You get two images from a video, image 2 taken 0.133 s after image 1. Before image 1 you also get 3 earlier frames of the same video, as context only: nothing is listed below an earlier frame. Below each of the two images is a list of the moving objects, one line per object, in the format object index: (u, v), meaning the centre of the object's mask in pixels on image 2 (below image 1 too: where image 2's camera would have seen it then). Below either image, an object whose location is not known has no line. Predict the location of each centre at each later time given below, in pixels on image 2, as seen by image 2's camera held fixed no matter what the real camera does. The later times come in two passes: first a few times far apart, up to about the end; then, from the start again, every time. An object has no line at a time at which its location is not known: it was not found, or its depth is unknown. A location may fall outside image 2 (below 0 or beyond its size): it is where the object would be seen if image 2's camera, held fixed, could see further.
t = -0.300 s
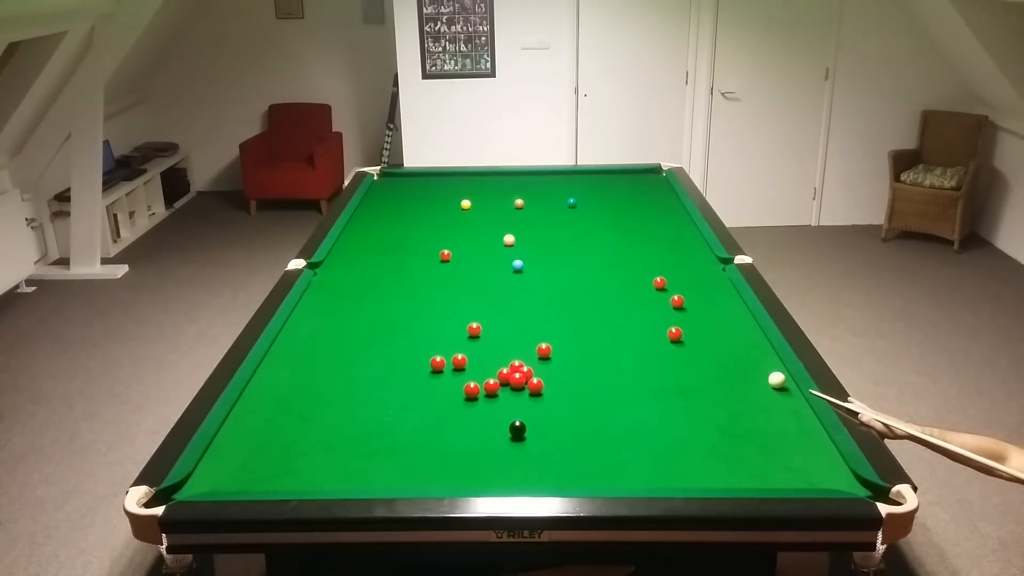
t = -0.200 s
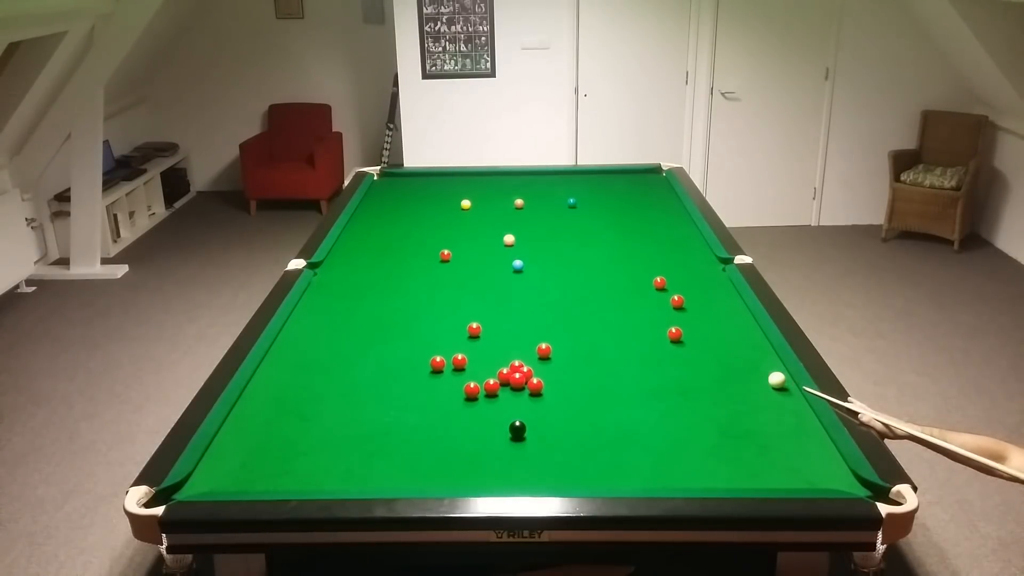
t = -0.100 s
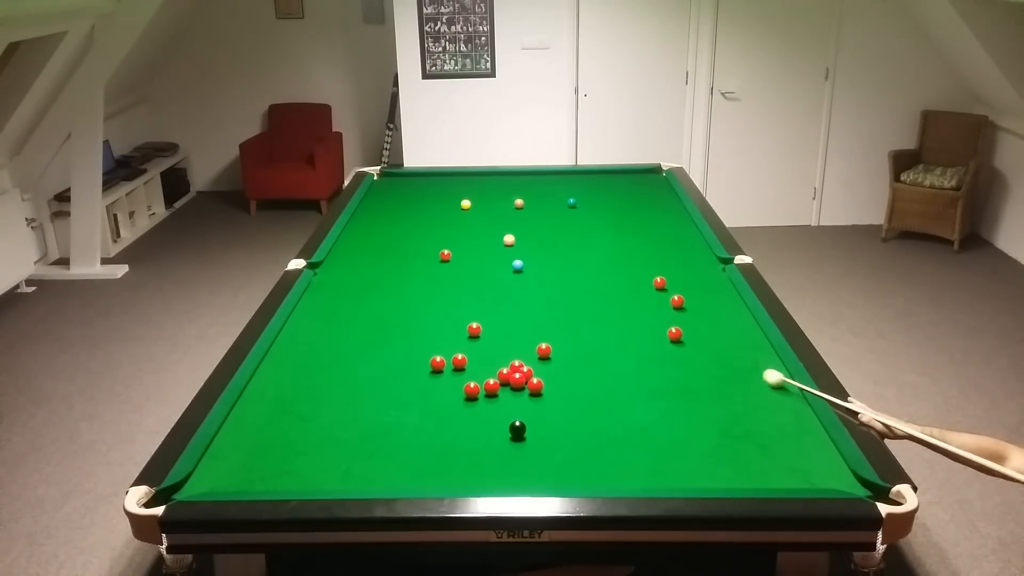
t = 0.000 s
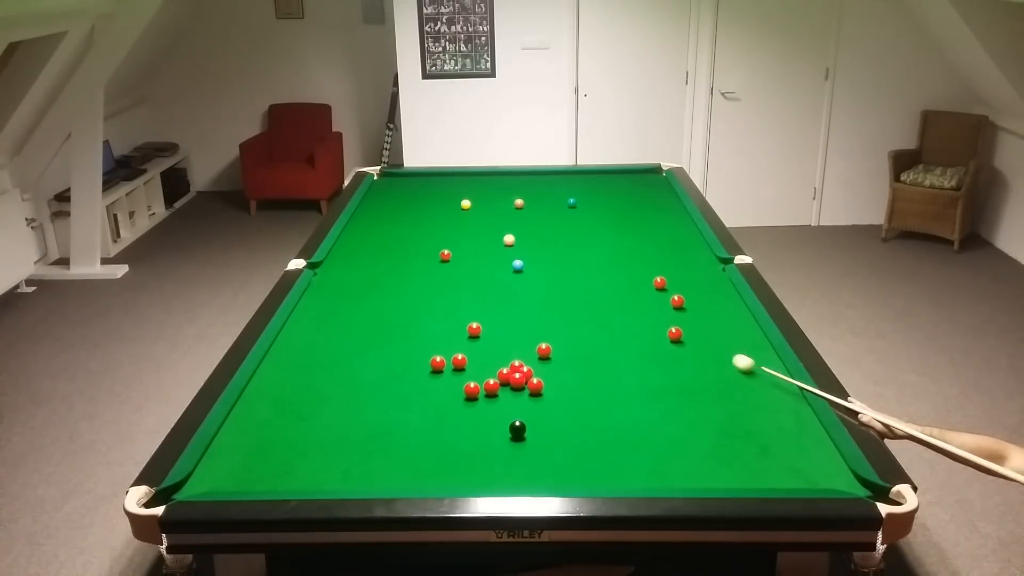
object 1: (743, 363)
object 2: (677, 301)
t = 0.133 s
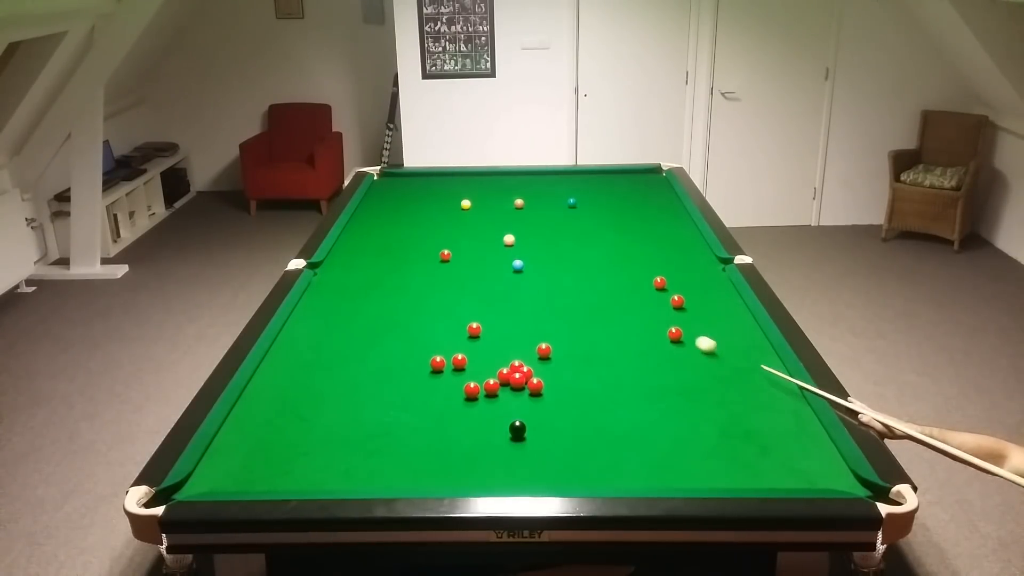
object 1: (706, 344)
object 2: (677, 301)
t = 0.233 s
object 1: (690, 334)
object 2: (677, 301)
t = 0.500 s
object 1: (685, 314)
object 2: (677, 301)
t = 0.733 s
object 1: (685, 304)
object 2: (671, 295)
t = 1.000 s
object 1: (690, 300)
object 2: (662, 287)
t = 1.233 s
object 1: (694, 296)
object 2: (658, 285)
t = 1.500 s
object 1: (697, 293)
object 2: (654, 284)
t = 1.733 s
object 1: (700, 290)
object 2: (652, 282)
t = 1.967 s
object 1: (702, 288)
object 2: (651, 282)
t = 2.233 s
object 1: (704, 285)
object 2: (649, 281)
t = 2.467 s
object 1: (705, 284)
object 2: (649, 281)
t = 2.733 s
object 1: (706, 283)
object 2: (649, 281)
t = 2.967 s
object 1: (706, 282)
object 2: (649, 281)
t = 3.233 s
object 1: (706, 282)
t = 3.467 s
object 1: (706, 282)
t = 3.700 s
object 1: (706, 282)
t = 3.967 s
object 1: (706, 282)
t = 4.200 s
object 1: (706, 282)
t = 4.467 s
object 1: (706, 282)
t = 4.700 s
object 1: (706, 282)
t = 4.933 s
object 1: (706, 282)
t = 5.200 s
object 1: (706, 282)
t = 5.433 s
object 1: (706, 282)
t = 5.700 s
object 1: (706, 282)
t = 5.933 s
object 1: (706, 282)
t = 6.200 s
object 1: (706, 282)
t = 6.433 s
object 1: (706, 282)
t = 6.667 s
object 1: (706, 282)
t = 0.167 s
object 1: (697, 340)
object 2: (677, 301)
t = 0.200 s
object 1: (690, 336)
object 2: (677, 301)
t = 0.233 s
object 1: (690, 334)
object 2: (677, 301)
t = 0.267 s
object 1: (691, 331)
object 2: (677, 301)
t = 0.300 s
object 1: (691, 329)
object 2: (677, 301)
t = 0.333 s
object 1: (690, 326)
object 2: (677, 301)
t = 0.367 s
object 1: (689, 324)
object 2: (677, 301)
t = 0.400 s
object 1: (688, 321)
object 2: (677, 301)
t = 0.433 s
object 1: (687, 319)
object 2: (677, 301)
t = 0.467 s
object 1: (686, 317)
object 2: (677, 301)
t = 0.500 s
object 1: (685, 314)
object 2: (677, 301)
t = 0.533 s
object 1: (684, 312)
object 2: (677, 301)
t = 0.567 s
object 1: (684, 309)
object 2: (676, 300)
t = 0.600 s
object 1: (683, 307)
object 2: (675, 300)
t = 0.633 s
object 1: (683, 306)
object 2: (675, 299)
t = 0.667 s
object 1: (684, 306)
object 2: (674, 298)
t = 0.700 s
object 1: (685, 305)
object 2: (673, 297)
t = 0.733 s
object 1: (685, 304)
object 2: (671, 295)
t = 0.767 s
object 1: (686, 304)
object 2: (670, 294)
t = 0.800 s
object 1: (687, 303)
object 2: (668, 293)
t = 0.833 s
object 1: (687, 303)
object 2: (667, 292)
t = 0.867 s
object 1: (688, 302)
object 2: (666, 291)
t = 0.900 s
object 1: (689, 302)
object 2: (665, 290)
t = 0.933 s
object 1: (689, 301)
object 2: (664, 288)
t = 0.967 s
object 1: (690, 300)
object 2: (663, 288)
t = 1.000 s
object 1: (690, 300)
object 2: (662, 287)
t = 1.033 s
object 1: (691, 299)
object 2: (661, 287)
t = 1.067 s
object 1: (691, 299)
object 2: (661, 287)
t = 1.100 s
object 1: (692, 298)
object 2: (660, 286)
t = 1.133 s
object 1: (692, 298)
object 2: (660, 286)
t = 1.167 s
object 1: (693, 297)
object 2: (659, 286)
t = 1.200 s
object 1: (693, 297)
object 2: (659, 286)
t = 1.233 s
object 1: (694, 296)
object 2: (658, 285)
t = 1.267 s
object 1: (694, 296)
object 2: (658, 285)
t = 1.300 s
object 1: (695, 295)
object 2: (657, 285)
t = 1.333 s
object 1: (695, 295)
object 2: (657, 285)
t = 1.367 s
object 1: (696, 294)
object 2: (656, 285)
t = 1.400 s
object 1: (696, 294)
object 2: (656, 284)
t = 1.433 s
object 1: (696, 293)
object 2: (655, 284)
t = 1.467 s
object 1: (697, 293)
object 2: (655, 284)
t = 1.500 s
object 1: (697, 293)
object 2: (654, 284)
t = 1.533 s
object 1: (698, 292)
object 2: (654, 284)
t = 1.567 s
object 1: (698, 292)
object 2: (654, 283)
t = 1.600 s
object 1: (698, 291)
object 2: (653, 283)
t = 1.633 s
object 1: (699, 291)
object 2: (653, 283)
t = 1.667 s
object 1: (699, 291)
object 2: (653, 283)
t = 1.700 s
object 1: (699, 290)
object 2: (652, 283)
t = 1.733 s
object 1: (700, 290)
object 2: (652, 282)
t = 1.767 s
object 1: (700, 290)
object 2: (652, 282)
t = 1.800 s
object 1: (700, 289)
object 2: (652, 282)
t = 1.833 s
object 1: (701, 289)
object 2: (651, 282)
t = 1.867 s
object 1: (701, 289)
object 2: (651, 282)
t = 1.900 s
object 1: (701, 288)
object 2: (651, 282)
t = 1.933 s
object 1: (701, 288)
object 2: (651, 282)
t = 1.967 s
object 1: (702, 288)
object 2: (651, 282)
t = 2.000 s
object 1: (702, 287)
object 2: (650, 282)
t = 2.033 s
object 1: (702, 287)
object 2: (650, 282)
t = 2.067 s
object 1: (703, 287)
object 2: (650, 282)
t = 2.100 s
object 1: (703, 287)
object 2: (650, 281)
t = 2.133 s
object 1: (703, 286)
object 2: (650, 281)
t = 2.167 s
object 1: (703, 286)
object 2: (650, 281)
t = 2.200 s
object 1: (704, 286)
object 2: (650, 281)
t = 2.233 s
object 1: (704, 285)
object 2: (649, 281)
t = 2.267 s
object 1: (704, 285)
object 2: (649, 281)
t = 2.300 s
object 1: (704, 285)
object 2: (649, 281)
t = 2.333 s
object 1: (704, 285)
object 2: (649, 281)
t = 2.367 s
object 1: (705, 285)
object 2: (649, 281)
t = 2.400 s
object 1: (705, 284)
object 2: (649, 281)
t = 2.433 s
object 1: (705, 284)
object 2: (649, 281)
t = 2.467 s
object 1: (705, 284)
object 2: (649, 281)
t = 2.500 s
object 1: (705, 284)
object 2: (649, 281)
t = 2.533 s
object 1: (706, 284)
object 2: (649, 281)
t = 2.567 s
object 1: (706, 283)
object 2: (649, 281)
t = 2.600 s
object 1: (706, 283)
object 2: (649, 281)
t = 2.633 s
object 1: (706, 283)
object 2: (649, 281)
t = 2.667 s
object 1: (706, 283)
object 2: (649, 281)
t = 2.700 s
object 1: (706, 283)
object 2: (649, 281)
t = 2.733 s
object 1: (706, 283)
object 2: (649, 281)
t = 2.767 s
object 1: (706, 283)
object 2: (649, 281)
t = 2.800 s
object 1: (706, 283)
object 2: (649, 281)
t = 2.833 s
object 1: (706, 283)
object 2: (649, 281)
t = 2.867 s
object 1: (706, 283)
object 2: (649, 281)
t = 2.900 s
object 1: (706, 282)
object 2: (649, 281)
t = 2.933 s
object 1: (706, 282)
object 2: (649, 281)
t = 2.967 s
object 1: (706, 282)
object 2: (649, 281)
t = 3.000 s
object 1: (706, 282)
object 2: (649, 281)
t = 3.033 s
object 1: (706, 282)
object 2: (649, 281)
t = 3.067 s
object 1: (706, 282)
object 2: (649, 281)
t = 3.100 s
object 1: (706, 282)
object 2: (649, 281)
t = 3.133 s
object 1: (706, 282)
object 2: (649, 281)
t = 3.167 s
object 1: (706, 282)
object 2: (649, 281)
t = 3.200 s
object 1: (706, 282)
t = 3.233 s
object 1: (706, 282)
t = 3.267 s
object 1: (706, 282)
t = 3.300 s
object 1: (706, 282)
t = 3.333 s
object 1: (706, 282)
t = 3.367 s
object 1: (706, 282)
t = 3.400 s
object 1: (706, 282)
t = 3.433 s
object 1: (706, 282)
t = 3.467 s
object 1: (706, 282)
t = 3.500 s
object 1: (706, 282)
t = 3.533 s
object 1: (706, 282)
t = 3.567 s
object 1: (706, 282)
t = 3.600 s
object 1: (706, 282)
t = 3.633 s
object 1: (706, 282)
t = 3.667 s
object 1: (706, 282)
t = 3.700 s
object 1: (706, 282)
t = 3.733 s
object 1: (706, 282)
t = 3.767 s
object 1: (706, 282)
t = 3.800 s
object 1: (706, 282)
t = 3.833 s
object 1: (706, 282)
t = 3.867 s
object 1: (706, 282)
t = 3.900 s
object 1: (706, 282)
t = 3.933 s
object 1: (706, 282)
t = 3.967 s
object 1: (706, 282)
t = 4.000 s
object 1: (706, 282)
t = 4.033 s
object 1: (706, 282)
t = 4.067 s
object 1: (706, 282)
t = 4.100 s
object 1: (706, 282)
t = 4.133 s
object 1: (706, 282)
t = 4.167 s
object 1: (706, 282)
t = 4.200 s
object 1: (706, 282)
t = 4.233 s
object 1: (706, 282)
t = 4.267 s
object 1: (706, 282)
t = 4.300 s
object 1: (706, 282)
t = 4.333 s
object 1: (706, 282)
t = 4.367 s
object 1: (706, 282)
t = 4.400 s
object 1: (706, 282)
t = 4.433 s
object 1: (706, 282)
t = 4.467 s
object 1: (706, 282)
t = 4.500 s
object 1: (706, 282)
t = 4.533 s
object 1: (706, 282)
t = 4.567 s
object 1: (706, 282)
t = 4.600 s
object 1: (706, 282)
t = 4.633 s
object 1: (706, 282)
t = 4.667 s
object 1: (706, 282)
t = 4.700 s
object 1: (706, 282)
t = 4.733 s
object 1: (706, 282)
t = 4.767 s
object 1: (706, 282)
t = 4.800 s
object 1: (706, 282)
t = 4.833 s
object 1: (706, 282)
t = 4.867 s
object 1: (706, 282)
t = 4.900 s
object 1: (706, 282)
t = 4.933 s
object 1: (706, 282)
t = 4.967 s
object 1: (706, 282)
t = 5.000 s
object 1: (706, 282)
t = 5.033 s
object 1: (706, 282)
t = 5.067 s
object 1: (706, 282)
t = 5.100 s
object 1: (706, 282)
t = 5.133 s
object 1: (706, 282)
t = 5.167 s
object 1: (706, 282)
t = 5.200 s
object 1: (706, 282)
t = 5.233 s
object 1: (706, 282)
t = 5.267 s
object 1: (706, 282)
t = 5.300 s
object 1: (706, 282)
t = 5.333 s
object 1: (706, 282)
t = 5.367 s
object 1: (706, 282)
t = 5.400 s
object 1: (706, 282)
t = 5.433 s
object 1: (706, 282)
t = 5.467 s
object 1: (706, 282)
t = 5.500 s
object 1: (706, 282)
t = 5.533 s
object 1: (706, 282)
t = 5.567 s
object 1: (706, 282)
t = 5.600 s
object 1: (706, 282)
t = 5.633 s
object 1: (706, 282)
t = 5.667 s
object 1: (706, 282)
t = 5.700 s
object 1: (706, 282)
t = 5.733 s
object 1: (706, 282)
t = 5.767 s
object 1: (706, 282)
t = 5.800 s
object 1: (706, 282)
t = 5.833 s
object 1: (706, 282)
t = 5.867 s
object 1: (706, 282)
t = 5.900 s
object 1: (706, 282)
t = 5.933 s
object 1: (706, 282)
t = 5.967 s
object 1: (706, 282)
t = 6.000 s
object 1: (706, 282)
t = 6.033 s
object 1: (706, 282)
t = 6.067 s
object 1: (706, 282)
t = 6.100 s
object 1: (706, 282)
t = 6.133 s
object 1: (706, 282)
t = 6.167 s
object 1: (706, 282)
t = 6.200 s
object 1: (706, 282)
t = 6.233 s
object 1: (706, 282)
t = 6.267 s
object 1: (706, 282)
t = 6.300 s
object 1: (706, 282)
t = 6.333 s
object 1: (706, 282)
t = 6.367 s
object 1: (706, 282)
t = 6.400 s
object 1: (706, 282)
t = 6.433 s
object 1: (706, 282)
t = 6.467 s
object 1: (706, 282)
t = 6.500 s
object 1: (706, 282)
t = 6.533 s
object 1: (706, 282)
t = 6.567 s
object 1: (706, 282)
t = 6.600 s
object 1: (706, 282)
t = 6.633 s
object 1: (706, 282)
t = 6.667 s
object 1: (706, 282)
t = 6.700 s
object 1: (706, 282)
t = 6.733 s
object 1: (706, 282)
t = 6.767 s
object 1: (706, 282)
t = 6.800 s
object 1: (706, 282)
